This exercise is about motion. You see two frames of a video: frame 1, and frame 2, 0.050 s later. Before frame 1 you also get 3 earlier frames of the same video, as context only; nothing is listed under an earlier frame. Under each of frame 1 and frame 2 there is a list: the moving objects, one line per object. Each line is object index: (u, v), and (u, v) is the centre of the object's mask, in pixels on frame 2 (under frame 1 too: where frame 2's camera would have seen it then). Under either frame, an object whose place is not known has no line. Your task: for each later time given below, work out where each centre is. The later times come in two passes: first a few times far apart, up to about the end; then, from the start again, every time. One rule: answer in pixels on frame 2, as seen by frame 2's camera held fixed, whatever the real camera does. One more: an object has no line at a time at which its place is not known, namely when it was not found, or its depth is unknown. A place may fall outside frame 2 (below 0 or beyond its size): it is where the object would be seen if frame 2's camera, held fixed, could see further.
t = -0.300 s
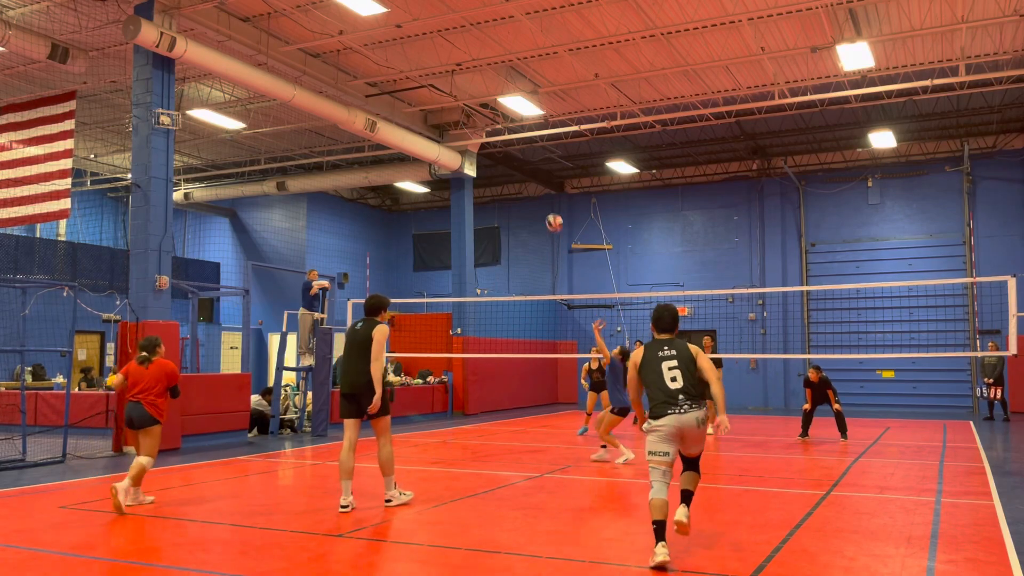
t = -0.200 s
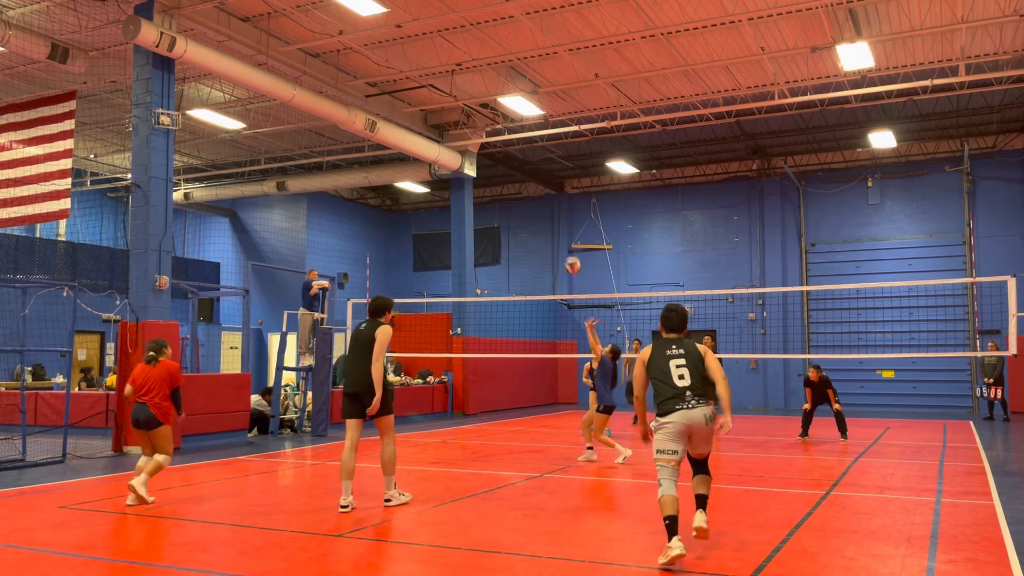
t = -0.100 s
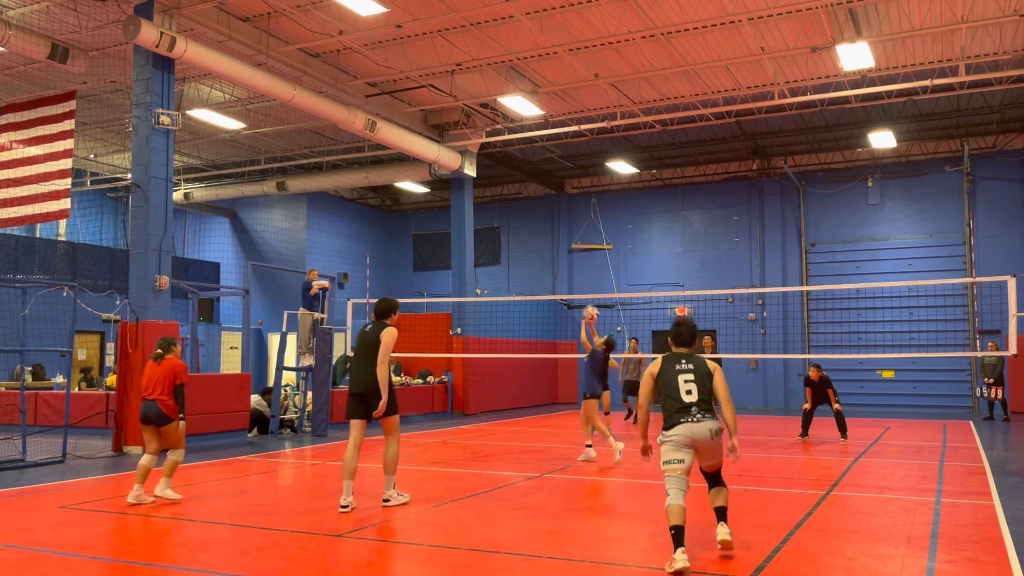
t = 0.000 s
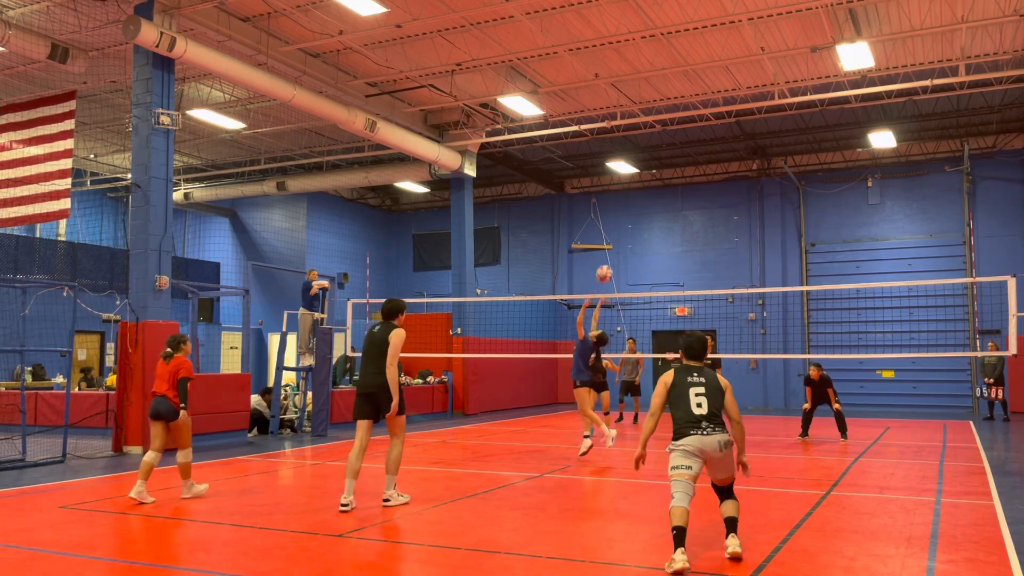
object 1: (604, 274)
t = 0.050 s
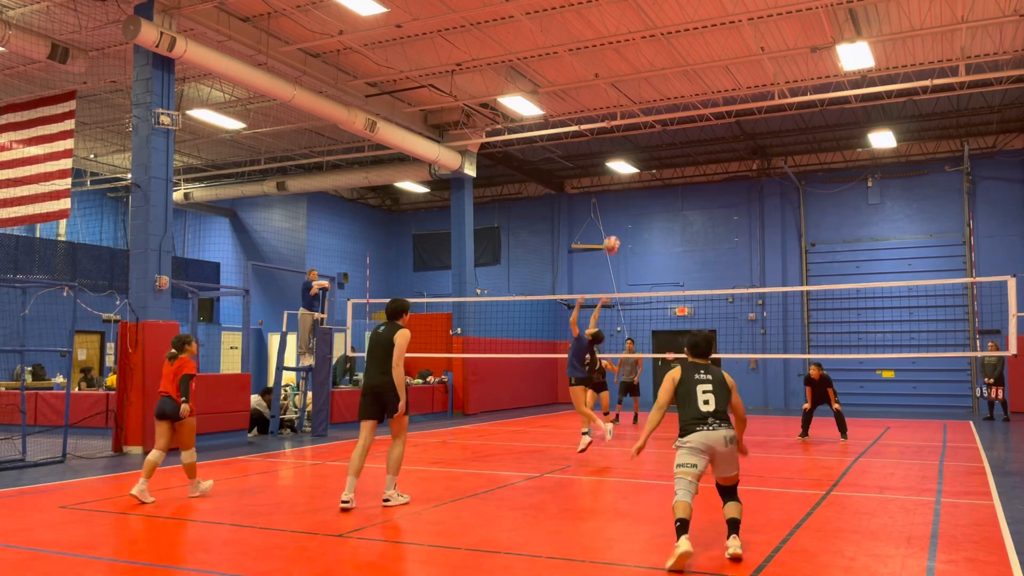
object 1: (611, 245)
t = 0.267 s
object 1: (640, 142)
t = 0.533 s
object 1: (677, 64)
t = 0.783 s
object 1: (712, 40)
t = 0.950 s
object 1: (737, 52)
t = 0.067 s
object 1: (613, 236)
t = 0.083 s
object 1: (615, 227)
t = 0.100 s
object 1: (618, 218)
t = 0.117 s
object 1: (620, 209)
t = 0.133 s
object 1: (622, 201)
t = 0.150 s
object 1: (625, 193)
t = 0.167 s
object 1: (627, 185)
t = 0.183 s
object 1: (629, 179)
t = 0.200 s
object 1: (632, 169)
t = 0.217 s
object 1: (635, 161)
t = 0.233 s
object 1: (636, 154)
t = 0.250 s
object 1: (638, 148)
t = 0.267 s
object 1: (640, 142)
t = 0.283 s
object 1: (643, 135)
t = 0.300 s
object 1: (645, 128)
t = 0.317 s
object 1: (647, 122)
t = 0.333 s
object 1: (649, 116)
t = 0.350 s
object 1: (652, 111)
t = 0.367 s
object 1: (654, 105)
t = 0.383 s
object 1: (657, 100)
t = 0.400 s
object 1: (659, 95)
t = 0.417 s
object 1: (661, 90)
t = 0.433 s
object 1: (663, 86)
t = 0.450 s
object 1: (665, 82)
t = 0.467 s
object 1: (668, 78)
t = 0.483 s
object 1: (670, 74)
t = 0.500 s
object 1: (672, 70)
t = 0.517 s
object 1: (675, 67)
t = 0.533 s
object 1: (677, 64)
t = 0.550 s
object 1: (679, 60)
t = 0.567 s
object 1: (682, 57)
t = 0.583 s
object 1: (684, 55)
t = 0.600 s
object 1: (686, 52)
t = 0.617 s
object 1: (689, 50)
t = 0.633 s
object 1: (691, 48)
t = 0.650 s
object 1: (693, 46)
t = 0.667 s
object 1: (696, 45)
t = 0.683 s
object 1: (698, 43)
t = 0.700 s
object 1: (700, 42)
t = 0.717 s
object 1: (703, 41)
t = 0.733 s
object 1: (705, 41)
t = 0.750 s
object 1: (707, 40)
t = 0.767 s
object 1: (709, 40)
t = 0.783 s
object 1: (712, 40)
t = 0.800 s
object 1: (714, 40)
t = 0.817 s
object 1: (717, 40)
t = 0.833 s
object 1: (719, 41)
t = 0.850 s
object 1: (722, 42)
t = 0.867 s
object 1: (724, 43)
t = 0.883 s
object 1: (726, 44)
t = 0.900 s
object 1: (729, 46)
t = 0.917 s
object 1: (731, 48)
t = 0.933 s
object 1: (734, 50)
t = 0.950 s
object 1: (737, 52)
